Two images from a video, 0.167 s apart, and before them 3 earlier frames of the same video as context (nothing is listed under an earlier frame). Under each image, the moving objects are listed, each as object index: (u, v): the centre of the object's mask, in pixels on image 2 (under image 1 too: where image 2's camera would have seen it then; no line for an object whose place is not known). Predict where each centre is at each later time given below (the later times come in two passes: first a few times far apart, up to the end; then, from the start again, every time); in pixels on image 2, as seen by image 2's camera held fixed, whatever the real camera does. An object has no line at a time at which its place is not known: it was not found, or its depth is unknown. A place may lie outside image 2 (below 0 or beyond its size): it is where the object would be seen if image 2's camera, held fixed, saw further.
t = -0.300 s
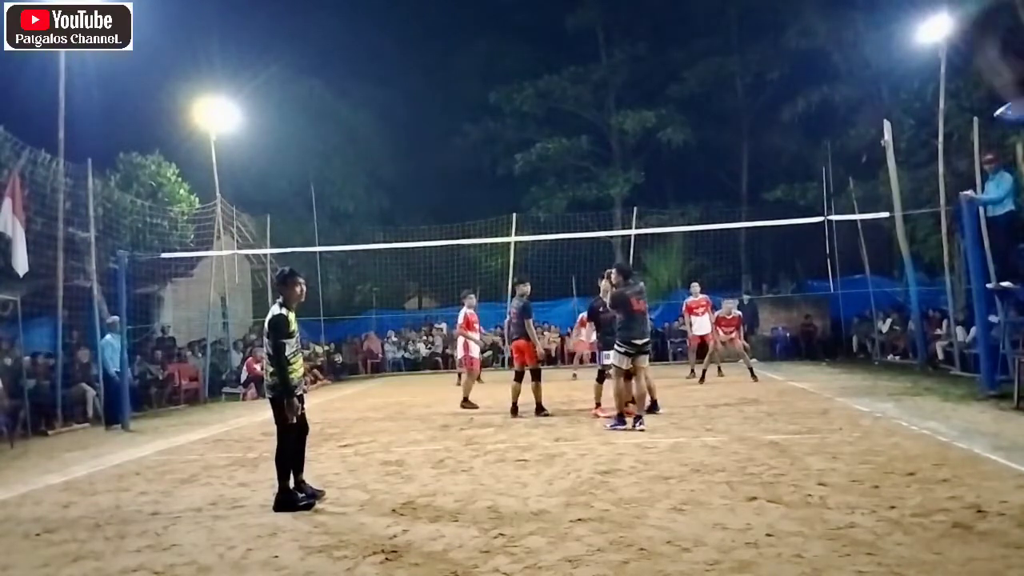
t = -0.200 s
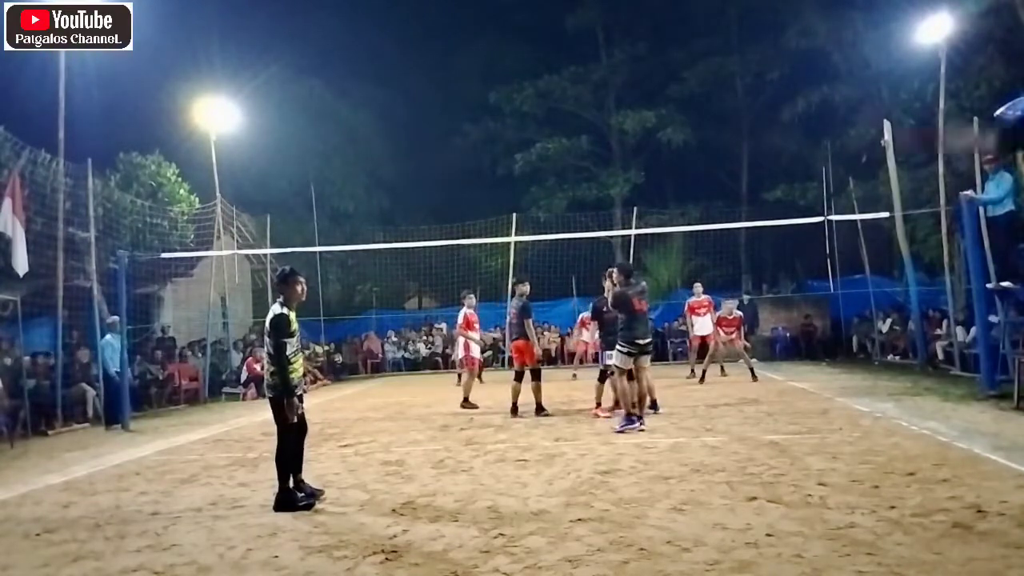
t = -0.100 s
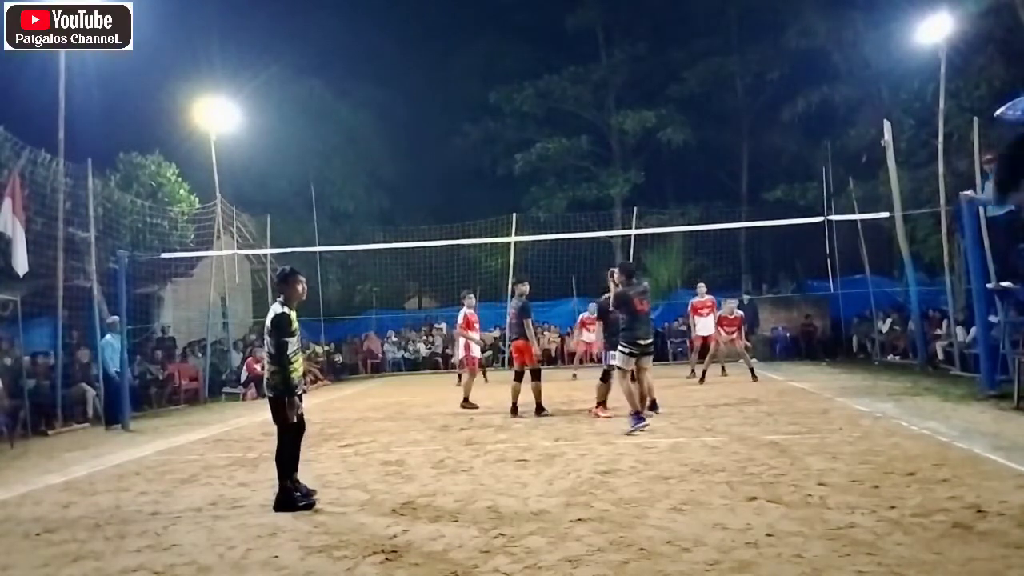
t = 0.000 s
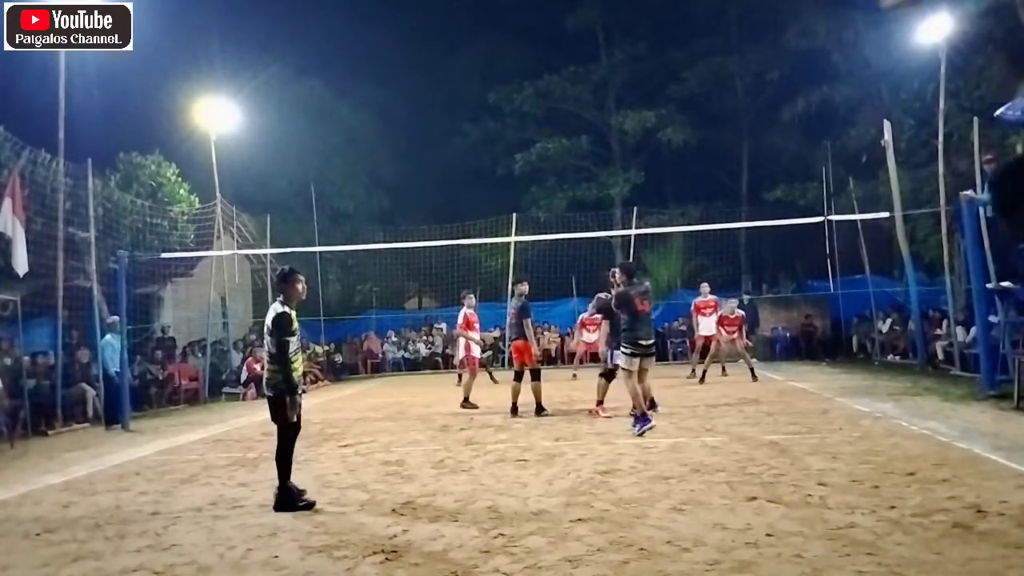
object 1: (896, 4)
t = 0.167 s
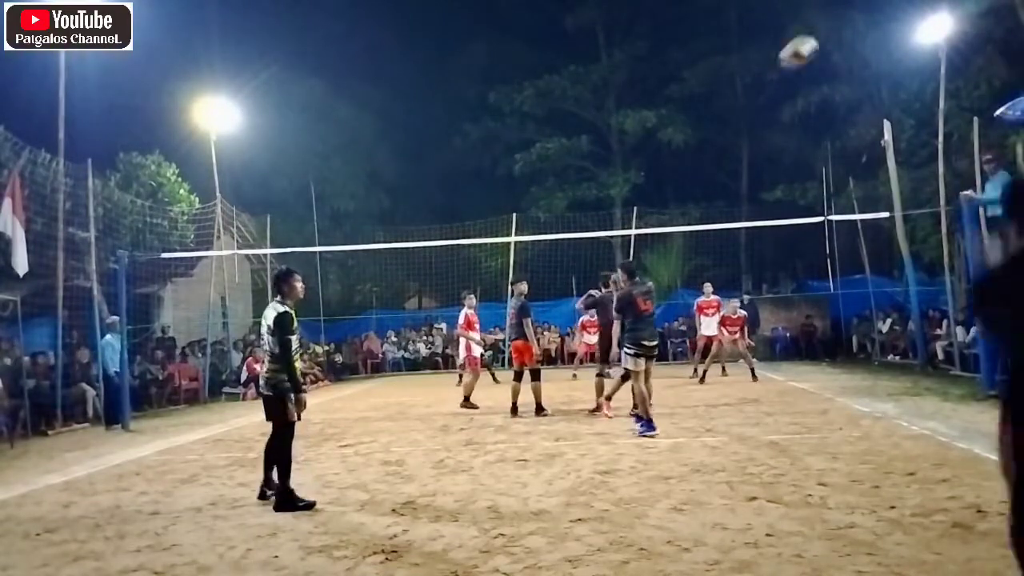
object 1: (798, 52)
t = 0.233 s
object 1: (775, 73)
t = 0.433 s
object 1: (736, 136)
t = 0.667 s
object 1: (719, 210)
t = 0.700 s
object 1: (718, 218)
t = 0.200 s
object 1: (785, 62)
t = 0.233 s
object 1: (775, 73)
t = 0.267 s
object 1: (766, 83)
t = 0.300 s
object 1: (758, 94)
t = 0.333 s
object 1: (752, 105)
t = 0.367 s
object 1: (746, 116)
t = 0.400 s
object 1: (741, 126)
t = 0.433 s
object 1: (736, 136)
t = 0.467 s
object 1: (732, 147)
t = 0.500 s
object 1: (729, 158)
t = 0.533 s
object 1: (726, 168)
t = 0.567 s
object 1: (724, 179)
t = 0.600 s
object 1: (722, 189)
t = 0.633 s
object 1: (721, 200)
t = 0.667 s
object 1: (719, 210)
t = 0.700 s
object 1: (718, 218)
